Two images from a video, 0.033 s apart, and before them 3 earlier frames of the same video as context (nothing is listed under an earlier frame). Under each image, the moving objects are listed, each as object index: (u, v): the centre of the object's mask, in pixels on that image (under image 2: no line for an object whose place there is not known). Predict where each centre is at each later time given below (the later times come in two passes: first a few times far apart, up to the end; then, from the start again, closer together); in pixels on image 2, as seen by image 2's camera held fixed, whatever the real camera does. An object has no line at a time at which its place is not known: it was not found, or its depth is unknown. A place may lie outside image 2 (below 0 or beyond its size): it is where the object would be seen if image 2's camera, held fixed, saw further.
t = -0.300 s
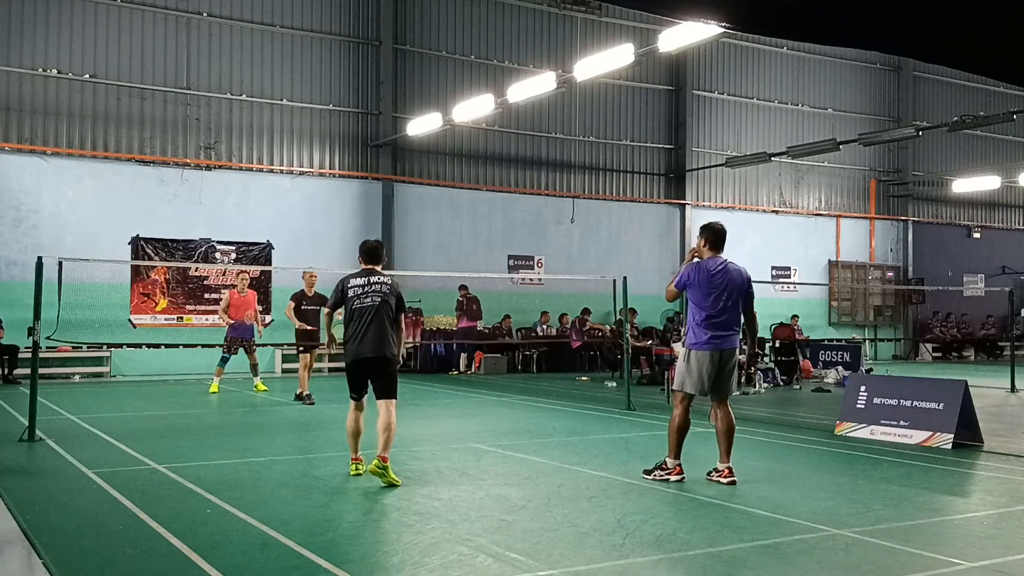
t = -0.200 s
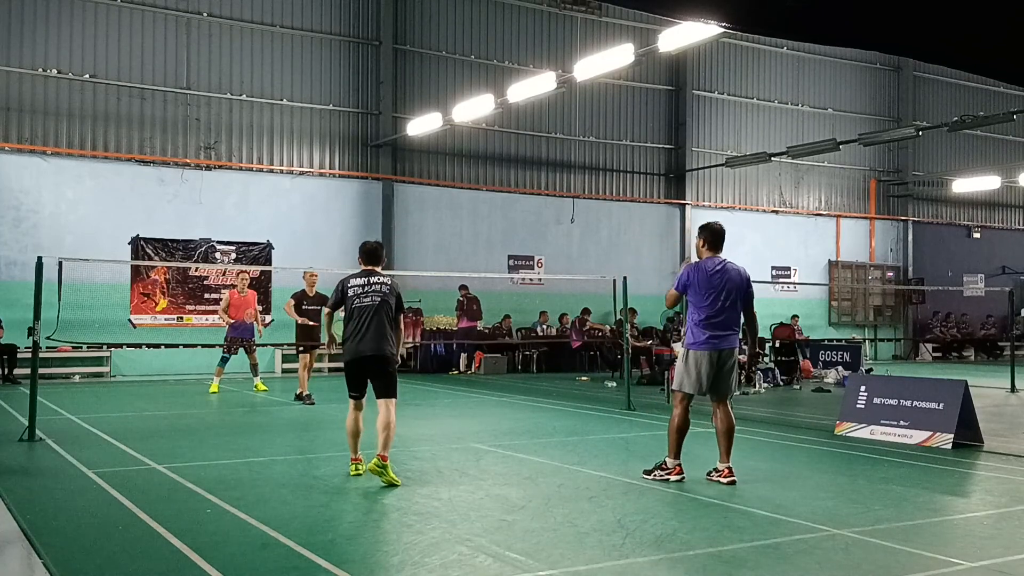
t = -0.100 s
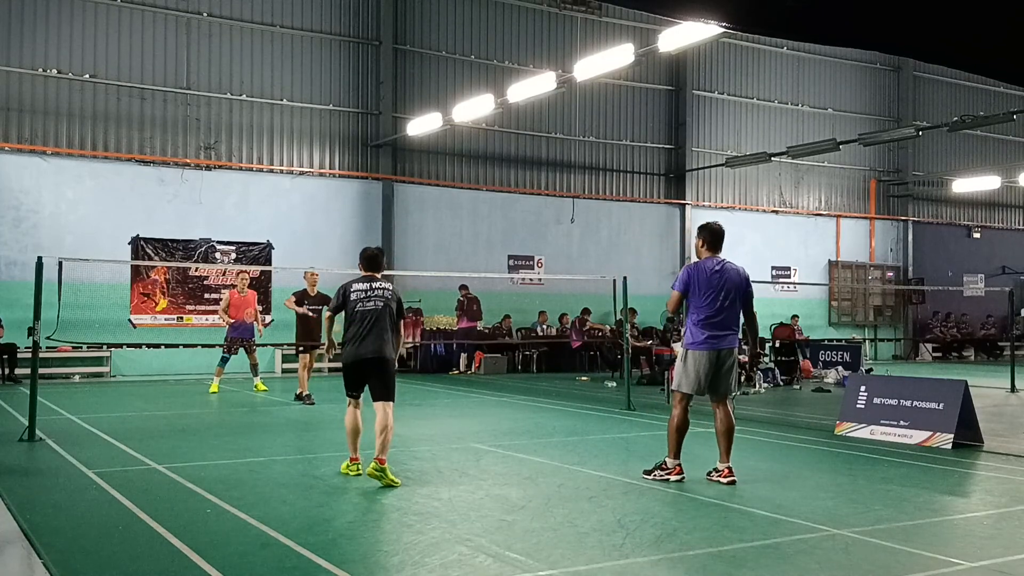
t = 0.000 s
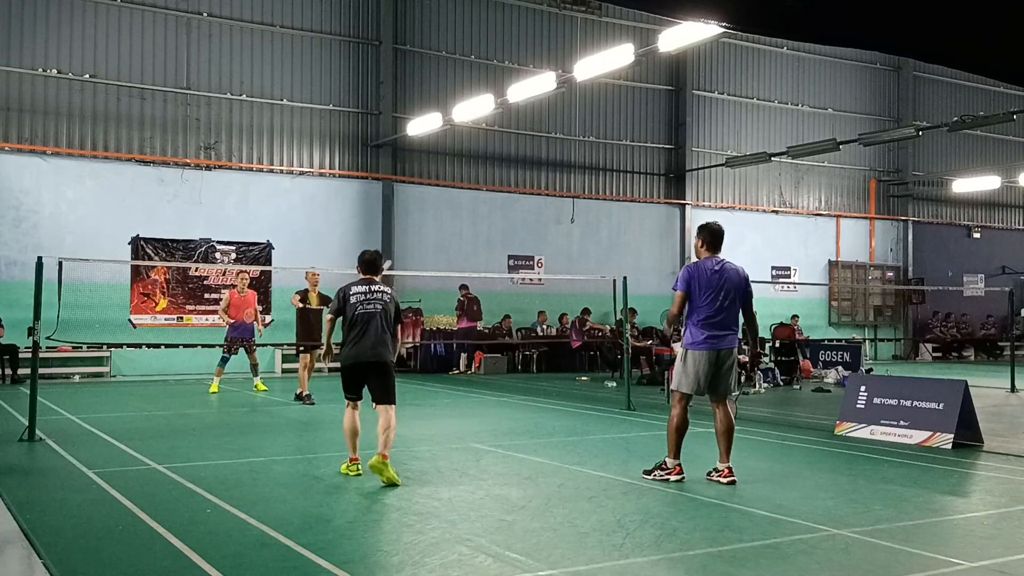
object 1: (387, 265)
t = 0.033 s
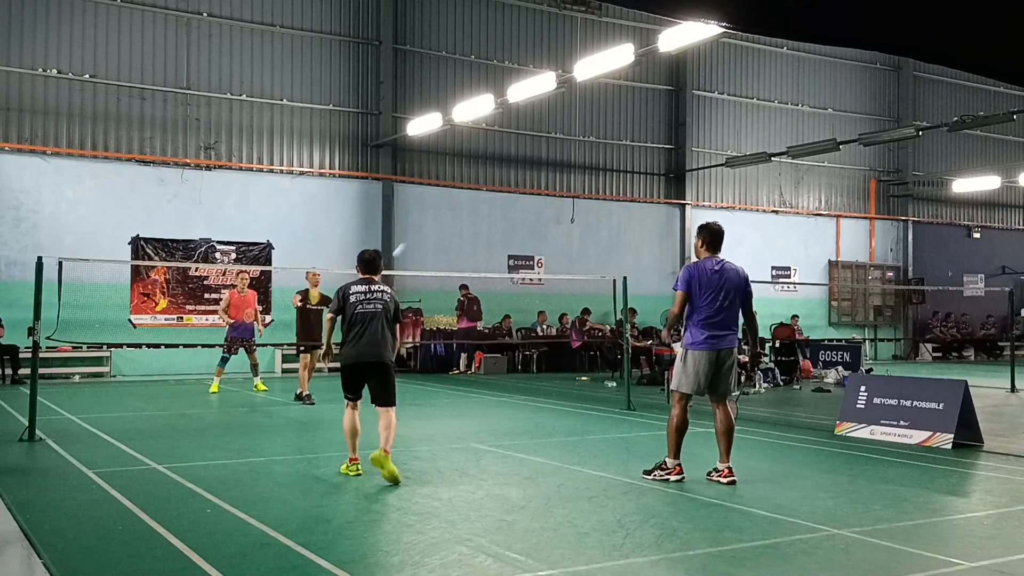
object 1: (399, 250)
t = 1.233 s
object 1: (842, 520)
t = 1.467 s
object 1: (850, 496)
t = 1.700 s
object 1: (850, 530)
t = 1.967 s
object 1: (857, 538)
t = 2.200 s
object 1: (863, 543)
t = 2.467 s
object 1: (867, 544)
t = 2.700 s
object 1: (867, 544)
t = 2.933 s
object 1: (867, 544)
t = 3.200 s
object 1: (867, 544)
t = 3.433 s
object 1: (867, 544)
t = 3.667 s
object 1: (867, 544)
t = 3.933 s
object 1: (867, 543)
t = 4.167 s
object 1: (867, 544)
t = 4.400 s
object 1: (867, 544)
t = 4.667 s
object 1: (867, 544)
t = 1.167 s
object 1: (827, 495)
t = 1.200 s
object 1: (839, 532)
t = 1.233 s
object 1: (842, 520)
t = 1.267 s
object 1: (844, 509)
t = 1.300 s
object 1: (847, 502)
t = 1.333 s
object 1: (849, 498)
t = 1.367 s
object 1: (849, 495)
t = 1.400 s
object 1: (849, 494)
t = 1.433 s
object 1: (849, 494)
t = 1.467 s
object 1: (850, 496)
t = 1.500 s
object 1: (850, 499)
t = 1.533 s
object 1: (850, 502)
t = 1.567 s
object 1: (848, 509)
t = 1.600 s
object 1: (848, 518)
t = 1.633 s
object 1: (847, 532)
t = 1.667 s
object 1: (848, 535)
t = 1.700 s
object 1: (850, 530)
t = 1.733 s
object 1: (851, 527)
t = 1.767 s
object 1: (852, 527)
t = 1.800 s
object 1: (853, 529)
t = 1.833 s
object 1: (853, 533)
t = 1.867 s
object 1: (854, 539)
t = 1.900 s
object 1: (855, 536)
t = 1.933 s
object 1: (856, 536)
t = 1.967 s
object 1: (857, 538)
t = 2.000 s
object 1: (858, 541)
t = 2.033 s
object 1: (860, 541)
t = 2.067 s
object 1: (860, 542)
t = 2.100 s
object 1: (861, 542)
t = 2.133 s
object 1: (862, 542)
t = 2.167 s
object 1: (863, 543)
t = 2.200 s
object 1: (863, 543)
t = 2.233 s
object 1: (864, 543)
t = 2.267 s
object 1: (865, 543)
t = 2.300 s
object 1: (866, 544)
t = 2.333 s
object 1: (866, 544)
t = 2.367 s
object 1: (867, 544)
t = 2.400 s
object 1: (867, 544)
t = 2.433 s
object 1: (867, 544)
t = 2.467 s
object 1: (867, 544)
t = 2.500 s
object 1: (867, 544)
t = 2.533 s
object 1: (867, 544)
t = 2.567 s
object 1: (867, 544)
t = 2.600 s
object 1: (867, 544)
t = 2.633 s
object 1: (867, 544)
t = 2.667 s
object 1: (867, 544)
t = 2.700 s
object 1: (867, 544)
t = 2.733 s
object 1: (867, 544)
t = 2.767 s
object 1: (867, 544)
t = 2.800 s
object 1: (867, 544)
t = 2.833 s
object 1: (867, 544)
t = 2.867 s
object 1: (867, 544)
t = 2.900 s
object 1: (867, 544)
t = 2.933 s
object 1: (867, 544)
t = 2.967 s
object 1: (867, 544)
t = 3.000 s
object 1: (867, 544)
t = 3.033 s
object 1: (867, 544)
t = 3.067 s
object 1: (867, 544)
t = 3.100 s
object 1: (867, 544)
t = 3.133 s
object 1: (867, 544)
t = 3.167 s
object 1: (867, 544)
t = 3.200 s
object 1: (867, 544)
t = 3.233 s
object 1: (867, 544)
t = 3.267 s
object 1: (867, 544)
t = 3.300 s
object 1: (867, 544)
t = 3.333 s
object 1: (867, 544)
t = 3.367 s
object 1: (867, 544)
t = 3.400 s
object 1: (867, 544)
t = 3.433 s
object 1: (867, 544)
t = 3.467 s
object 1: (867, 544)
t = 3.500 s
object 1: (867, 544)
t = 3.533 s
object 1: (867, 544)
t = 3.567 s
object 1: (867, 544)
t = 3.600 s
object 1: (867, 544)
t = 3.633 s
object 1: (867, 544)
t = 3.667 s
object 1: (867, 544)
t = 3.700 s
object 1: (867, 544)
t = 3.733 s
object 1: (867, 544)
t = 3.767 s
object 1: (867, 544)
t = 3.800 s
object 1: (867, 543)
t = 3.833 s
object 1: (867, 543)
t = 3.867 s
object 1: (867, 543)
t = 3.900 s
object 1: (867, 544)
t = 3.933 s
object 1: (867, 543)
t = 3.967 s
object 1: (867, 543)
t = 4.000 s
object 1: (867, 543)
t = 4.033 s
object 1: (867, 544)
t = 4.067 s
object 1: (867, 543)
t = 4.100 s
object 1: (867, 543)
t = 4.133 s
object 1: (867, 543)
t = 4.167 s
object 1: (867, 544)
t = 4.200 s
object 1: (867, 544)
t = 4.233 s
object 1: (867, 543)
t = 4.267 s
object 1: (867, 544)
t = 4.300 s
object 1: (867, 543)
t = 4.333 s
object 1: (867, 544)
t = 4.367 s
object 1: (867, 544)
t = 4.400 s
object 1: (867, 544)
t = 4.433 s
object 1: (867, 543)
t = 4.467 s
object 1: (867, 543)
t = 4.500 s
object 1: (867, 544)
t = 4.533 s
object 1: (867, 543)
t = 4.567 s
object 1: (867, 544)
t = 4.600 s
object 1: (867, 544)
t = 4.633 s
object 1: (867, 544)
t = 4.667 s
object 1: (867, 544)
